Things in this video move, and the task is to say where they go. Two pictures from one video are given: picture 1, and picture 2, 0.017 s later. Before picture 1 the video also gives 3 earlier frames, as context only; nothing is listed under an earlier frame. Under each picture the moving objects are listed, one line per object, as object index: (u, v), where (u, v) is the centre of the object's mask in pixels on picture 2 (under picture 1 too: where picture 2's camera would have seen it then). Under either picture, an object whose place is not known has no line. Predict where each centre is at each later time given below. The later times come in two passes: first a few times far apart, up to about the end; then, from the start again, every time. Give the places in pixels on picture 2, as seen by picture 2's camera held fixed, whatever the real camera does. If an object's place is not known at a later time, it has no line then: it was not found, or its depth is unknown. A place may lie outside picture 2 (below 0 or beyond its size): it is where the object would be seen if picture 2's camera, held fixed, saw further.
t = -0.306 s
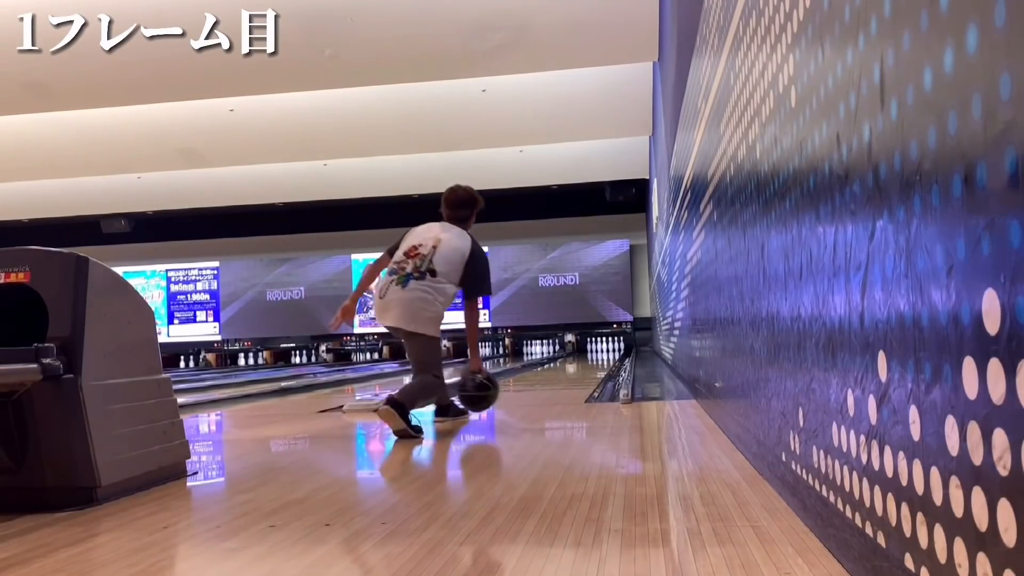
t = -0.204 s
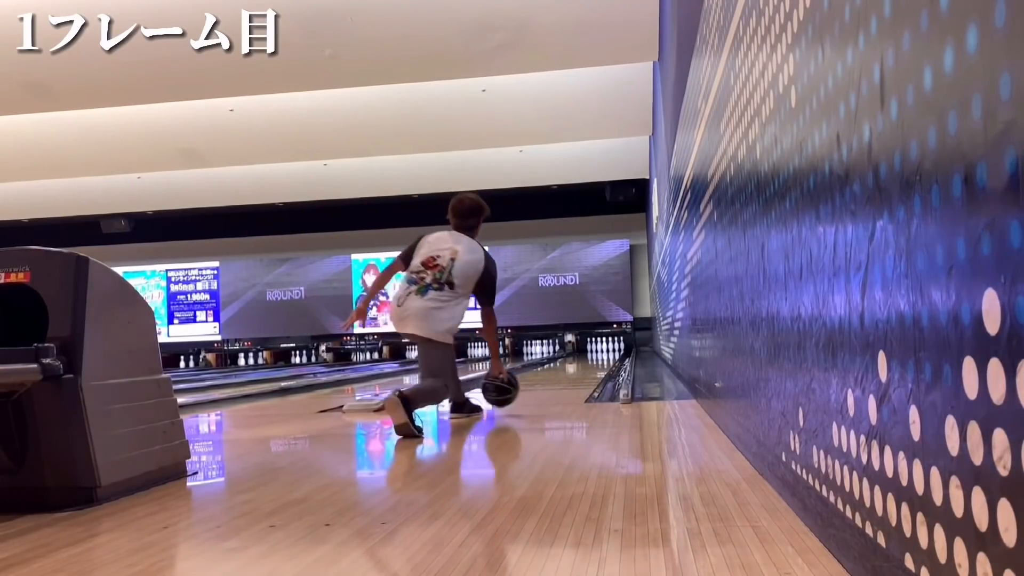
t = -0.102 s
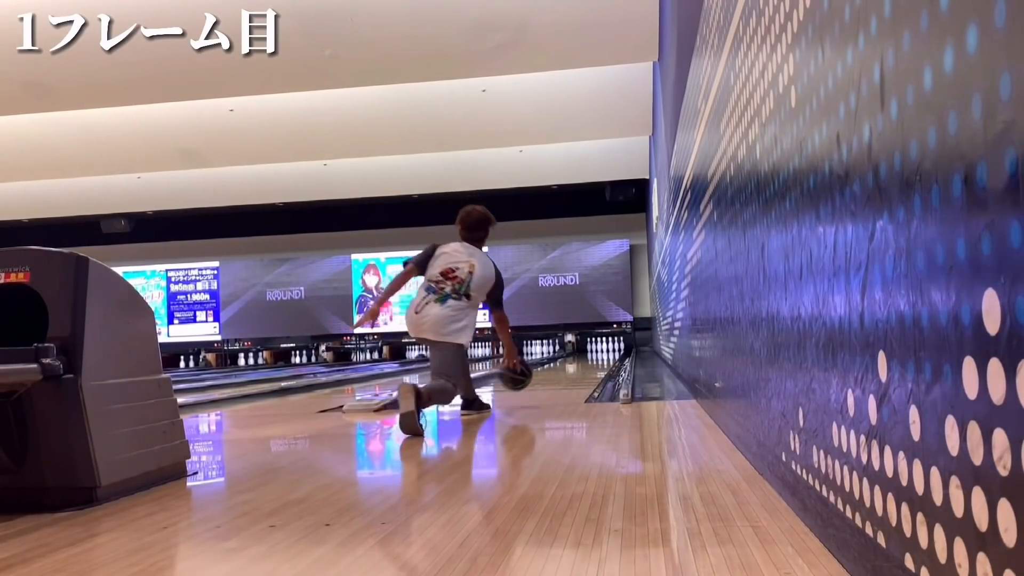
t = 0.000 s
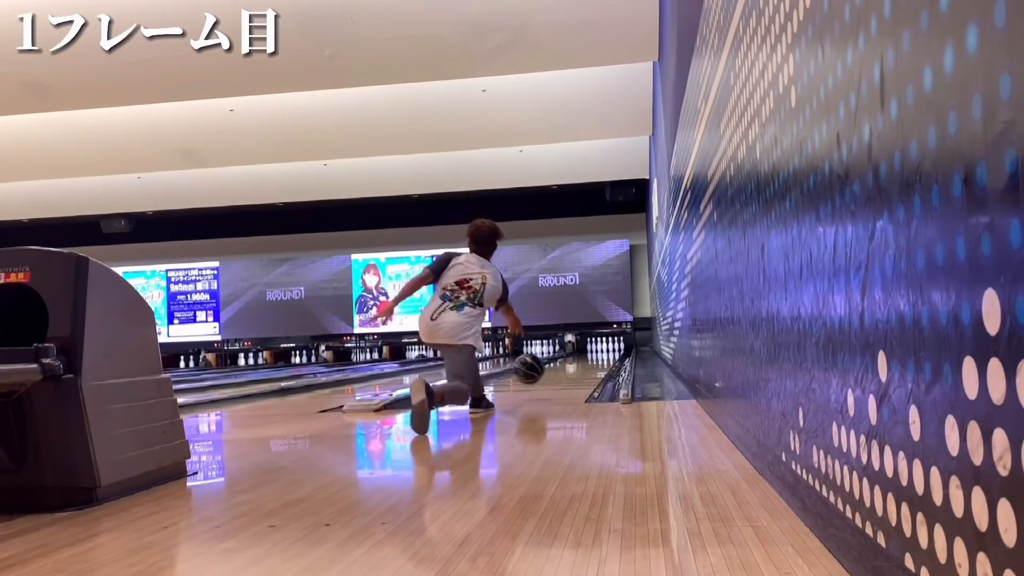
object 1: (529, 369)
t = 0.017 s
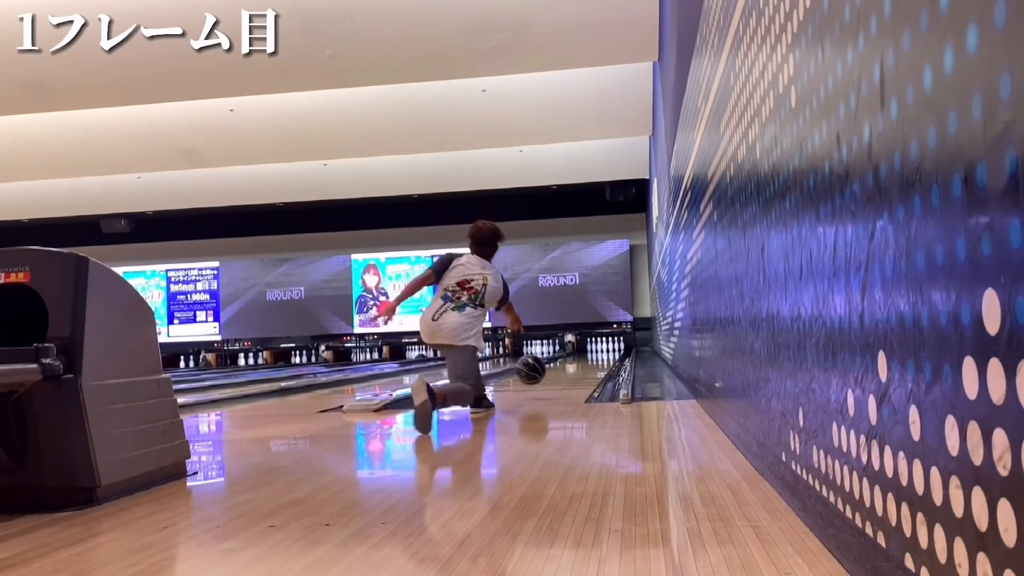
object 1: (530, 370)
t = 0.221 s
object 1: (548, 375)
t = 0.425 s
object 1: (561, 371)
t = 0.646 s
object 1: (571, 366)
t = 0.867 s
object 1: (580, 363)
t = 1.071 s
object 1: (586, 360)
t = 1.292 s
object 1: (591, 358)
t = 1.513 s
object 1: (595, 356)
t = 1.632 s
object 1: (597, 355)
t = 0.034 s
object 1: (532, 371)
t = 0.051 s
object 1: (534, 373)
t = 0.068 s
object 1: (536, 375)
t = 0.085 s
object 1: (537, 377)
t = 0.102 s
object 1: (539, 379)
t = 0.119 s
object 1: (541, 378)
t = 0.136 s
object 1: (542, 377)
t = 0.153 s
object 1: (543, 376)
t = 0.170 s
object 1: (545, 375)
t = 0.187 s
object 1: (546, 374)
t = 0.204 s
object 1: (547, 374)
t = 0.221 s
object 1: (548, 375)
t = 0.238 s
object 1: (550, 375)
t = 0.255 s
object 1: (551, 375)
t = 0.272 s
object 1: (552, 374)
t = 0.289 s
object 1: (553, 374)
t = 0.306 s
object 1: (554, 374)
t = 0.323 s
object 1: (555, 373)
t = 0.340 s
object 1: (556, 373)
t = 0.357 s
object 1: (558, 373)
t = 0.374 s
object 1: (559, 372)
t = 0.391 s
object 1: (560, 371)
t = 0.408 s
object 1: (560, 371)
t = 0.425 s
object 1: (561, 371)
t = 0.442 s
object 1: (562, 370)
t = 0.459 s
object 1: (563, 370)
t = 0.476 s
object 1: (564, 370)
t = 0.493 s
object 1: (565, 369)
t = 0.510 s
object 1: (566, 368)
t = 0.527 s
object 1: (566, 368)
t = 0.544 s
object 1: (567, 368)
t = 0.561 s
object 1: (568, 367)
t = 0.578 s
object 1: (568, 367)
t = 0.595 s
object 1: (569, 367)
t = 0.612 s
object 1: (570, 366)
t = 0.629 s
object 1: (570, 366)
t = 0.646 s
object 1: (571, 366)
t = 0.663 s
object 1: (572, 366)
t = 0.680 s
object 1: (573, 366)
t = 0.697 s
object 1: (574, 365)
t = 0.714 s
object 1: (574, 365)
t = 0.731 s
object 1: (575, 365)
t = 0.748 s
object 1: (576, 364)
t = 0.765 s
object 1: (576, 364)
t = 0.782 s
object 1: (577, 364)
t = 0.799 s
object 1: (578, 363)
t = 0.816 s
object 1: (579, 363)
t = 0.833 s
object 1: (579, 363)
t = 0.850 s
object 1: (580, 363)
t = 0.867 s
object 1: (580, 363)
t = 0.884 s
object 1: (581, 362)
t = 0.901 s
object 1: (581, 362)
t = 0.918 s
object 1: (582, 362)
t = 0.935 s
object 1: (582, 362)
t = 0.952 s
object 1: (583, 362)
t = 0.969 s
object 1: (583, 361)
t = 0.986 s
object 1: (584, 361)
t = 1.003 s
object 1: (584, 361)
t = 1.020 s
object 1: (585, 361)
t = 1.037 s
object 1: (585, 361)
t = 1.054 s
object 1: (586, 361)
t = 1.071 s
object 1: (586, 360)
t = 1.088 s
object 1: (587, 360)
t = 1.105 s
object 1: (587, 360)
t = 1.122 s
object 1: (588, 360)
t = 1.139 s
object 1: (588, 360)
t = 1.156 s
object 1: (589, 359)
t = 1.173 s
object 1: (589, 359)
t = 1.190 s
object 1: (589, 359)
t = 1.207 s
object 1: (590, 359)
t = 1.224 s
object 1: (590, 359)
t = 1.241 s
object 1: (590, 358)
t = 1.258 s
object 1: (591, 358)
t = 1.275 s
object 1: (591, 358)
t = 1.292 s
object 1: (591, 358)
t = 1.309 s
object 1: (592, 358)
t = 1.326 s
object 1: (592, 358)
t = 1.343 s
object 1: (593, 358)
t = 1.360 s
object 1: (593, 357)
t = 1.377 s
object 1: (593, 357)
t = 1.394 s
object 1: (594, 357)
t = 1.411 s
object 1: (594, 357)
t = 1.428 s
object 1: (594, 357)
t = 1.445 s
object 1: (594, 357)
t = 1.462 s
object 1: (594, 357)
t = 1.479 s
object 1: (594, 357)
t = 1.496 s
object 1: (595, 356)
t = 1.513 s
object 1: (595, 356)
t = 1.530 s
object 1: (595, 356)
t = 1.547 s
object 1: (596, 356)
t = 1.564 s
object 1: (597, 356)
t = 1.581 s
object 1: (597, 356)
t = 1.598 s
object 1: (597, 356)
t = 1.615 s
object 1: (597, 356)
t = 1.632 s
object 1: (597, 355)
